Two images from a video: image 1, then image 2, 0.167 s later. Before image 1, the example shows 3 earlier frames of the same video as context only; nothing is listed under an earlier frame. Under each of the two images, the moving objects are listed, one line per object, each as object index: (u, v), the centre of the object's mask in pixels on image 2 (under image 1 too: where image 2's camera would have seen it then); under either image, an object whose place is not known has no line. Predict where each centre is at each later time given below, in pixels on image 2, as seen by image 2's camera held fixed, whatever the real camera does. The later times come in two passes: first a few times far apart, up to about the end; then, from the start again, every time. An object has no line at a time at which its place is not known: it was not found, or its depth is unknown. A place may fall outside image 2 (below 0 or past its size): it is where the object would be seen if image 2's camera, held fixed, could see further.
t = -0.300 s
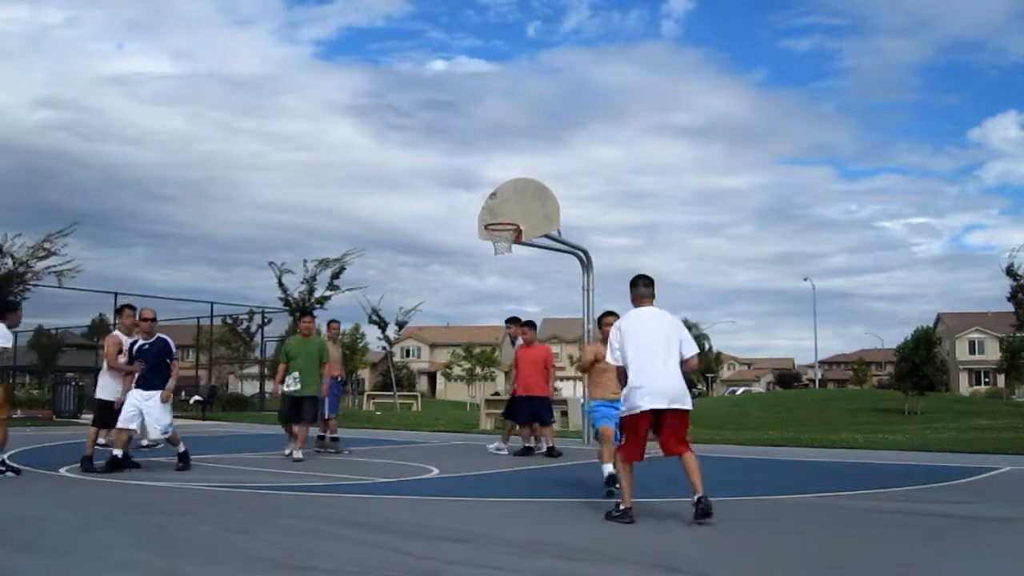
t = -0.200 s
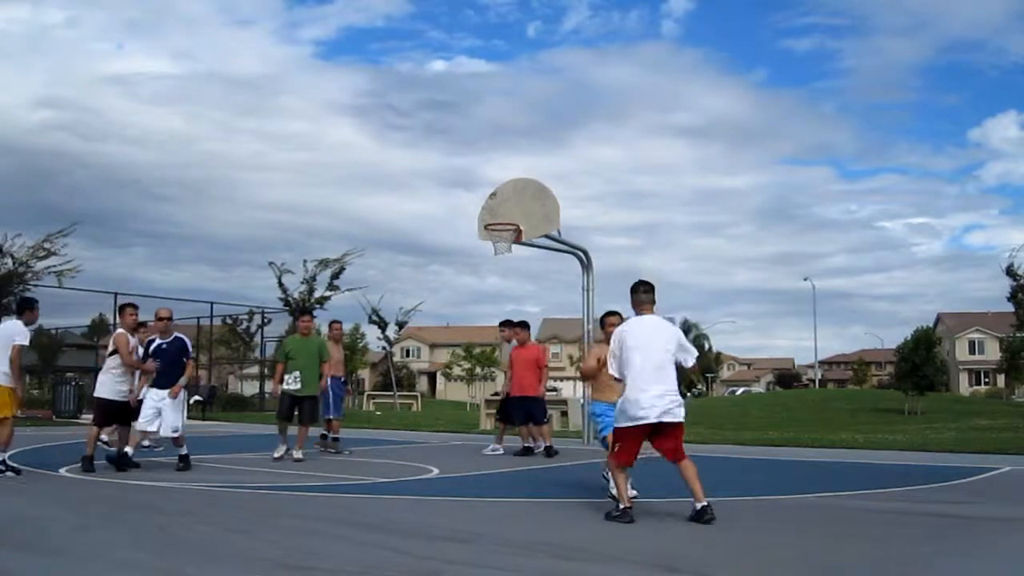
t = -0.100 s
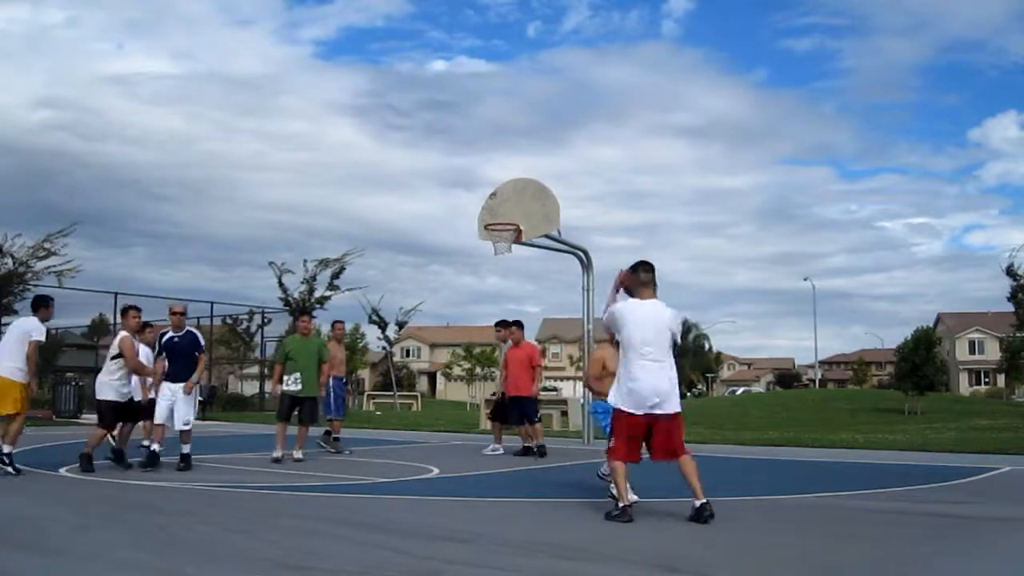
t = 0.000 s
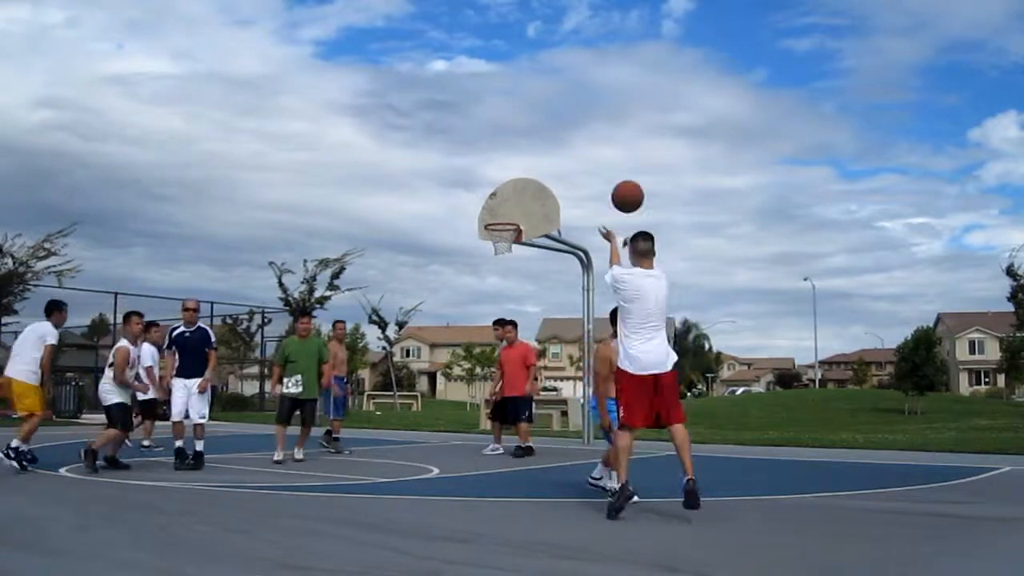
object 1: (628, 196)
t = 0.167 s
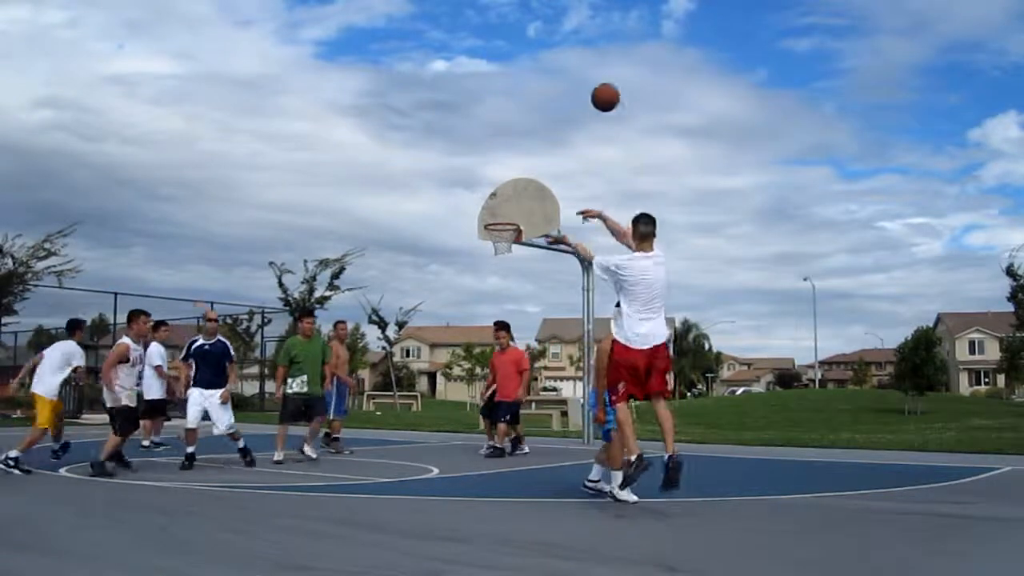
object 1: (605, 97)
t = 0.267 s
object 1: (594, 62)
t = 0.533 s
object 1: (572, 31)
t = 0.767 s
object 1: (556, 56)
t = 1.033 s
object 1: (542, 127)
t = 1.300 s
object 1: (520, 218)
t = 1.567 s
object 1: (530, 162)
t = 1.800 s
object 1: (539, 153)
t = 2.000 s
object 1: (548, 180)
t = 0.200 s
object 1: (601, 83)
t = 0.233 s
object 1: (598, 72)
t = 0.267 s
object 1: (594, 62)
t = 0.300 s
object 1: (591, 53)
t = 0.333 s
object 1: (588, 46)
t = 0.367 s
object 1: (585, 41)
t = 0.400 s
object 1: (582, 36)
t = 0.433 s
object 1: (579, 33)
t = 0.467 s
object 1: (577, 31)
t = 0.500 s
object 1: (574, 31)
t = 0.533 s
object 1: (572, 31)
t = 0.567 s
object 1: (570, 32)
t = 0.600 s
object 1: (567, 34)
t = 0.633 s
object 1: (565, 36)
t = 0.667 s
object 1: (563, 40)
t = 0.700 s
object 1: (561, 44)
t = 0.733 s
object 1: (559, 49)
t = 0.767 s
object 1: (556, 56)
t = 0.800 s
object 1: (554, 62)
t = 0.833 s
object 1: (553, 70)
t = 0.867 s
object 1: (551, 78)
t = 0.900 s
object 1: (549, 87)
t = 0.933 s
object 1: (547, 96)
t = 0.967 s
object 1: (545, 106)
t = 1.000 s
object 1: (544, 116)
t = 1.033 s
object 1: (542, 127)
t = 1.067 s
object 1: (540, 138)
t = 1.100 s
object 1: (537, 151)
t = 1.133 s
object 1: (535, 164)
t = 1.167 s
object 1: (534, 177)
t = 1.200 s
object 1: (532, 190)
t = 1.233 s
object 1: (531, 204)
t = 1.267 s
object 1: (527, 214)
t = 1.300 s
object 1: (520, 218)
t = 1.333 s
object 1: (521, 209)
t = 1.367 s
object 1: (523, 200)
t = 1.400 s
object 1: (523, 192)
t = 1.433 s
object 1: (525, 185)
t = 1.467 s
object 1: (526, 178)
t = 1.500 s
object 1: (527, 172)
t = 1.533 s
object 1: (528, 167)
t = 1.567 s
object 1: (530, 162)
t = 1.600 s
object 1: (531, 158)
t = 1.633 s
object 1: (532, 155)
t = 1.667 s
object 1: (534, 153)
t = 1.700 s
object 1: (535, 152)
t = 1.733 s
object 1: (536, 151)
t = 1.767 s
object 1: (537, 152)
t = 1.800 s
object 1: (539, 153)
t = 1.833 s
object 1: (541, 155)
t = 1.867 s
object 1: (542, 158)
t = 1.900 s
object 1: (543, 163)
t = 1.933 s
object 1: (544, 167)
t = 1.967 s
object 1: (546, 173)
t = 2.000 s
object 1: (548, 180)
